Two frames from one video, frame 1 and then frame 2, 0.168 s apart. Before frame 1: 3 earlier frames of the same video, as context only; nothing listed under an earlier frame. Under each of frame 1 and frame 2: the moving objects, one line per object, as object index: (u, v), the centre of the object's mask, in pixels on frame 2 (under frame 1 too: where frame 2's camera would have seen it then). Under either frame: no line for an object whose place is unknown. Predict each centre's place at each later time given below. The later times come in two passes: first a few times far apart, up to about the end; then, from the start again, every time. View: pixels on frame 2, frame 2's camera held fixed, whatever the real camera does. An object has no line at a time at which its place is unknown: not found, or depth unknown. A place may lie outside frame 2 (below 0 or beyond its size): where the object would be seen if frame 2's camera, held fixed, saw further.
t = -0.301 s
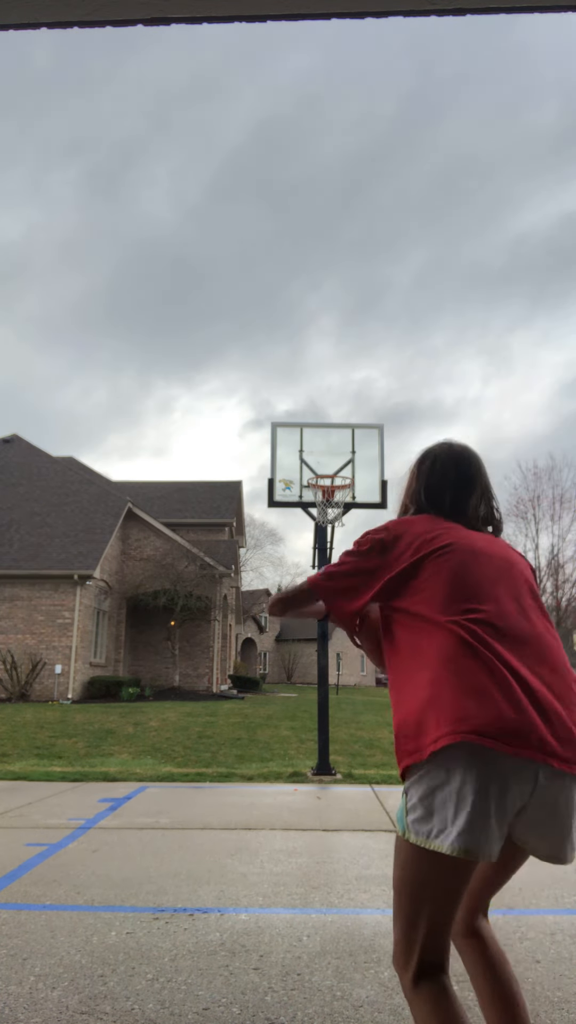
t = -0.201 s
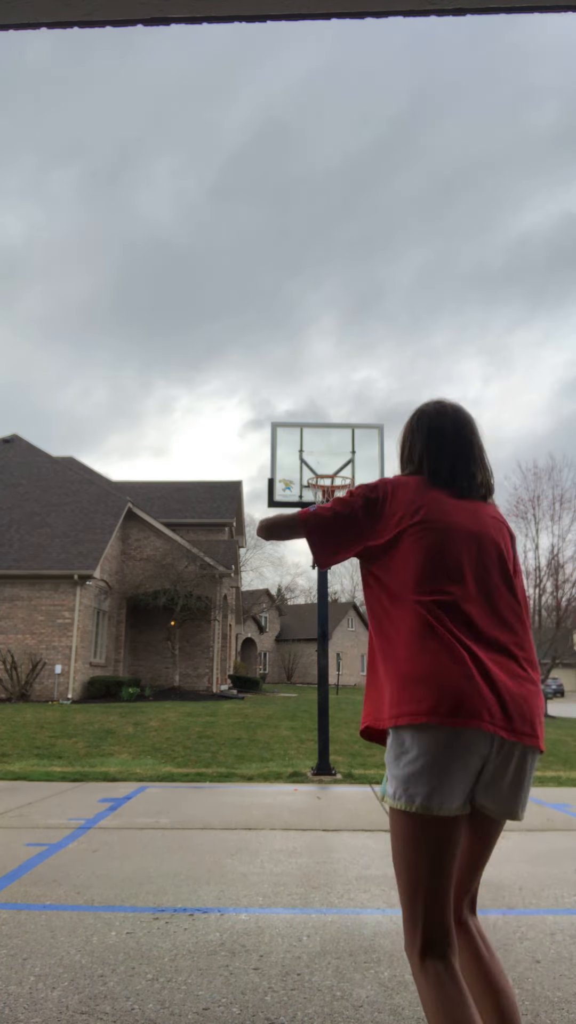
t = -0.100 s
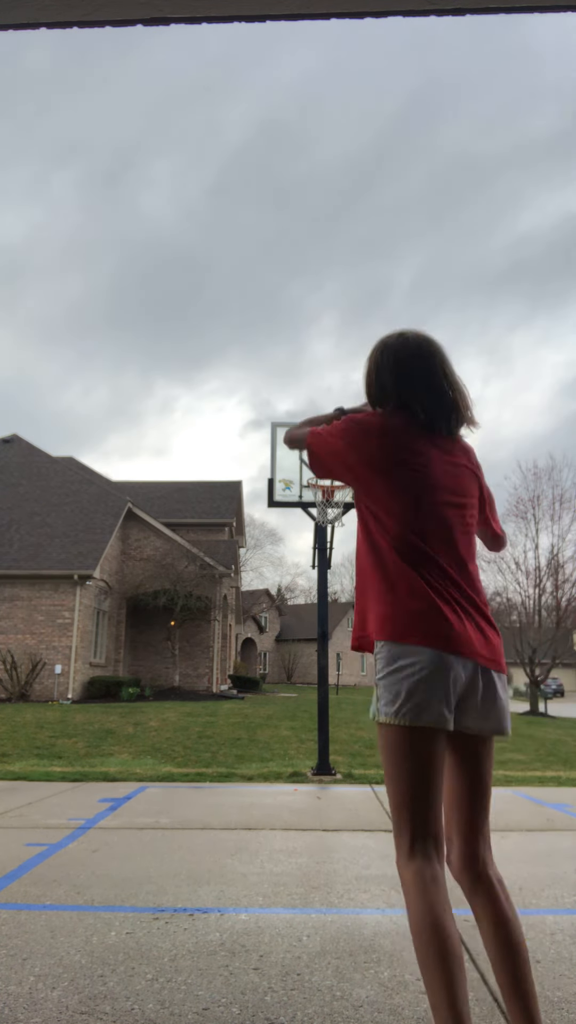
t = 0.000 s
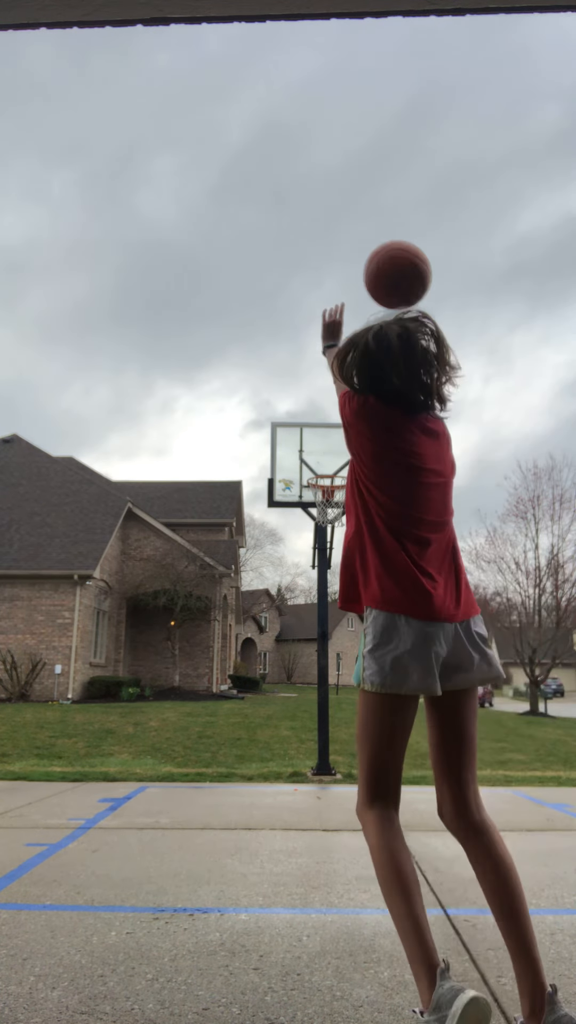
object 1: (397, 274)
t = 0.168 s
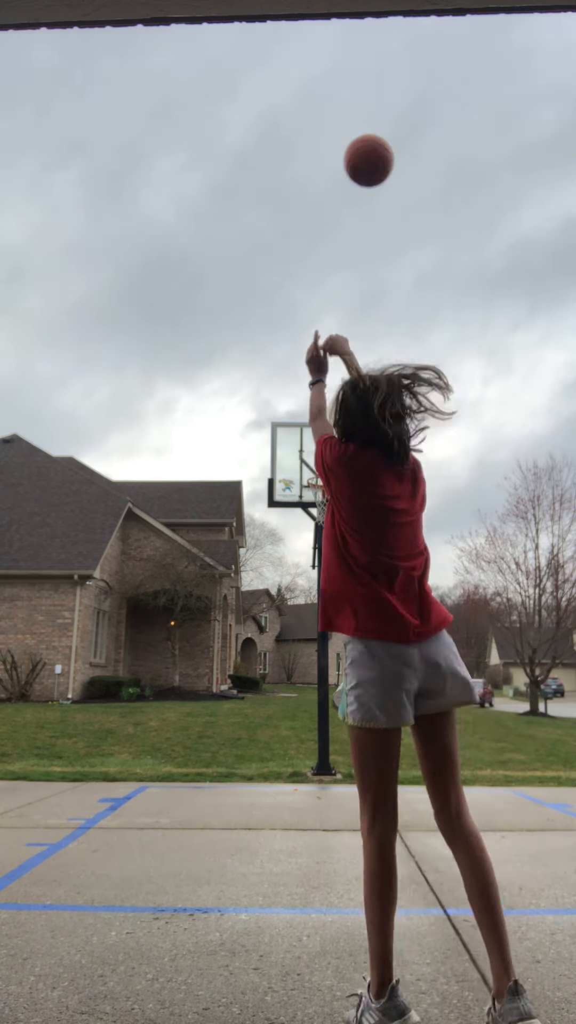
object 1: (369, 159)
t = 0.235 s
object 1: (361, 142)
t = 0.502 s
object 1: (342, 150)
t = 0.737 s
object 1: (333, 216)
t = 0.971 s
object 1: (326, 314)
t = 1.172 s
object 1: (322, 419)
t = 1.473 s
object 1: (329, 420)
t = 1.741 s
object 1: (344, 394)
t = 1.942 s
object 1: (358, 426)
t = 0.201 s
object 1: (365, 150)
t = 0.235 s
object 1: (361, 142)
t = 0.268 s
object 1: (358, 137)
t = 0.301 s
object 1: (355, 134)
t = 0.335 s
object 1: (352, 133)
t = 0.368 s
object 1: (349, 134)
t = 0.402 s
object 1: (347, 136)
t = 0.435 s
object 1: (345, 140)
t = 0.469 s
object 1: (344, 144)
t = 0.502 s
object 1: (342, 150)
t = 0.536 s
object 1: (341, 157)
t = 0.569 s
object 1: (339, 165)
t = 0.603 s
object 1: (338, 173)
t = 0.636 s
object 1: (337, 183)
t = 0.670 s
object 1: (336, 193)
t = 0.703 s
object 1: (334, 204)
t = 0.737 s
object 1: (333, 216)
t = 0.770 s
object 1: (332, 228)
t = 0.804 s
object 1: (331, 241)
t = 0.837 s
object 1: (330, 254)
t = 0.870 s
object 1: (329, 269)
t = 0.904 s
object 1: (328, 284)
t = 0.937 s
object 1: (327, 299)
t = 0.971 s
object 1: (326, 314)
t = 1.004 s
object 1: (326, 331)
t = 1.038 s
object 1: (325, 347)
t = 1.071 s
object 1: (324, 365)
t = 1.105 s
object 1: (323, 382)
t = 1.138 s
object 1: (323, 400)
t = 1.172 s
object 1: (322, 419)
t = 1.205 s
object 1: (322, 438)
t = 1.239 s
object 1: (321, 457)
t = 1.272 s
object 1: (321, 473)
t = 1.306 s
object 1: (322, 466)
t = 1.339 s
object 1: (324, 456)
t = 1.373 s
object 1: (325, 446)
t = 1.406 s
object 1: (326, 437)
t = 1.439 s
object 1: (328, 428)
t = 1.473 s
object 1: (329, 420)
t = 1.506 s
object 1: (331, 414)
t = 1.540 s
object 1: (333, 408)
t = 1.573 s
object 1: (335, 403)
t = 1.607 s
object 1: (336, 399)
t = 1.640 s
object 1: (338, 396)
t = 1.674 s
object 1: (340, 394)
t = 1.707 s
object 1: (342, 393)
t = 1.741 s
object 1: (344, 394)
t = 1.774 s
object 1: (346, 395)
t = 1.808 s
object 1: (348, 398)
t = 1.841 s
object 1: (350, 403)
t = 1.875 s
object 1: (353, 409)
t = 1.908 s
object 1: (355, 417)
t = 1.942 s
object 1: (358, 426)
